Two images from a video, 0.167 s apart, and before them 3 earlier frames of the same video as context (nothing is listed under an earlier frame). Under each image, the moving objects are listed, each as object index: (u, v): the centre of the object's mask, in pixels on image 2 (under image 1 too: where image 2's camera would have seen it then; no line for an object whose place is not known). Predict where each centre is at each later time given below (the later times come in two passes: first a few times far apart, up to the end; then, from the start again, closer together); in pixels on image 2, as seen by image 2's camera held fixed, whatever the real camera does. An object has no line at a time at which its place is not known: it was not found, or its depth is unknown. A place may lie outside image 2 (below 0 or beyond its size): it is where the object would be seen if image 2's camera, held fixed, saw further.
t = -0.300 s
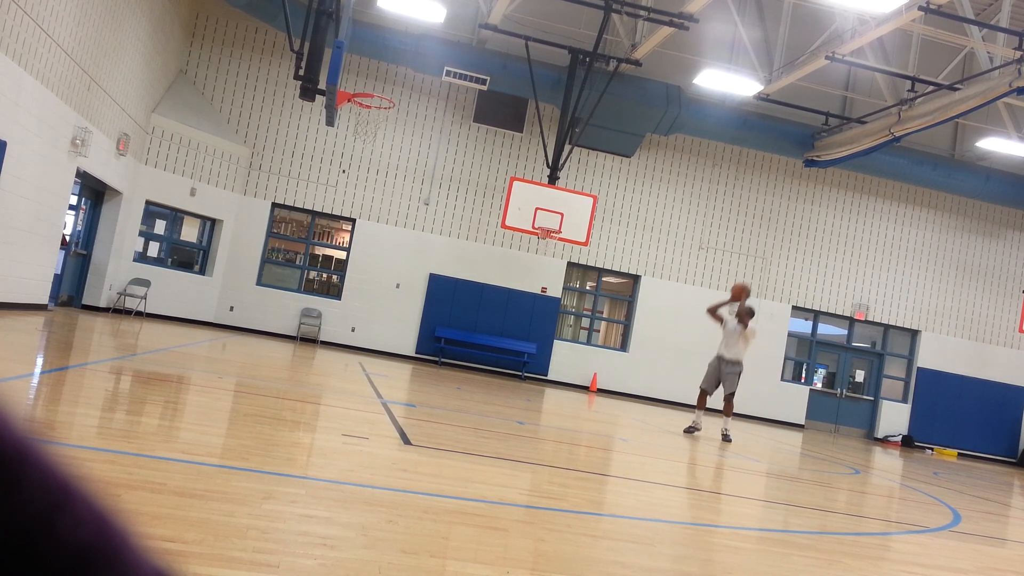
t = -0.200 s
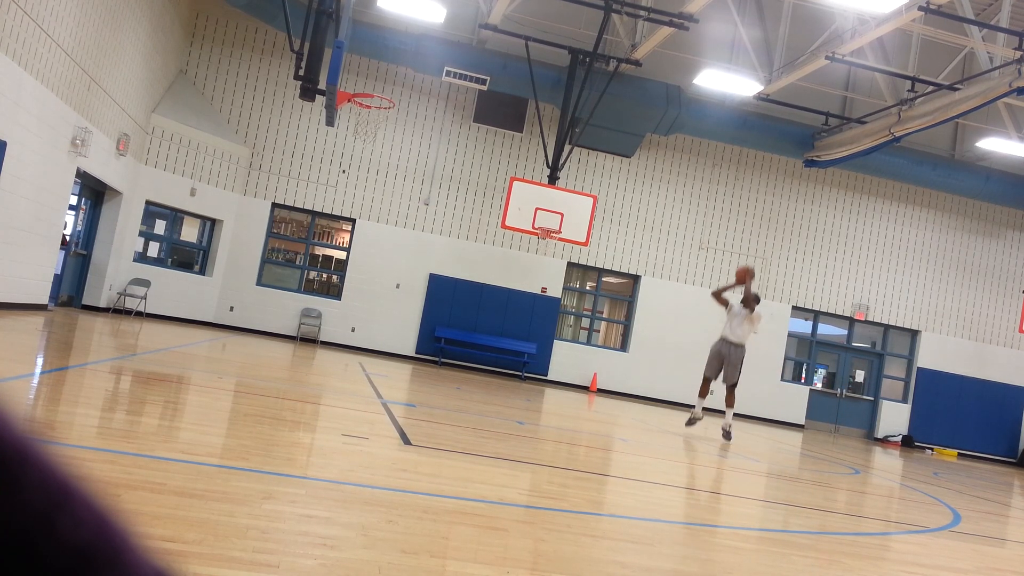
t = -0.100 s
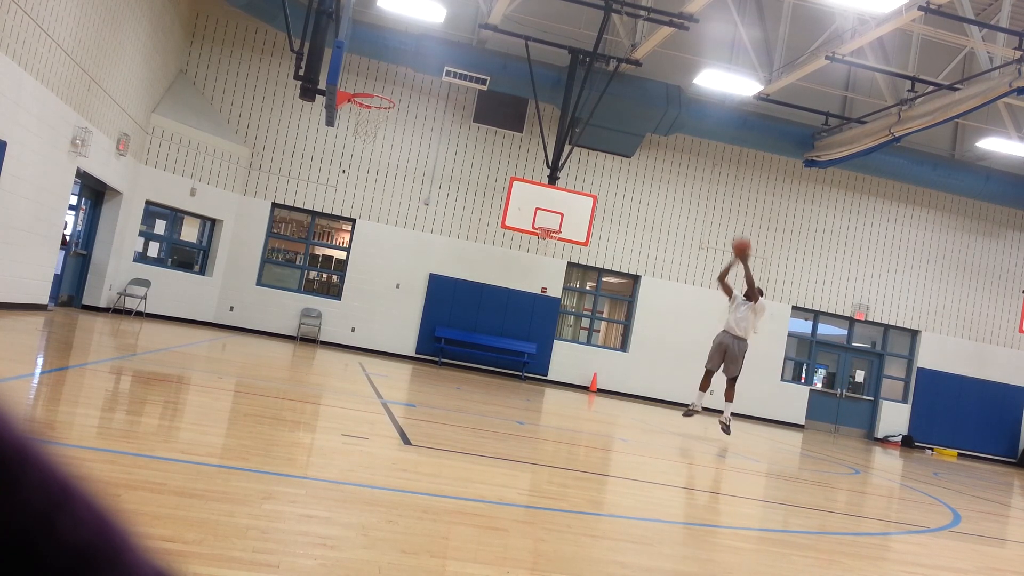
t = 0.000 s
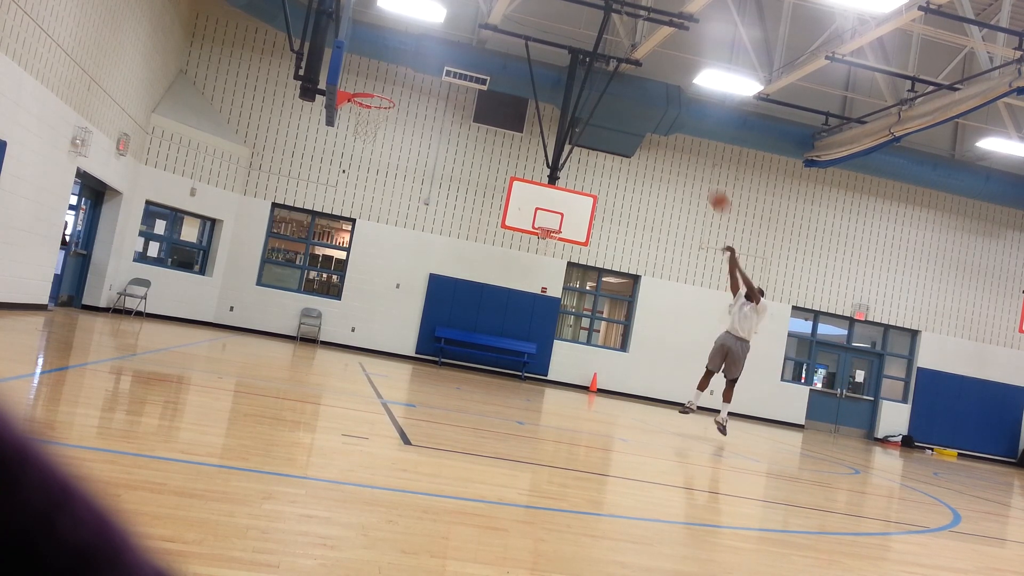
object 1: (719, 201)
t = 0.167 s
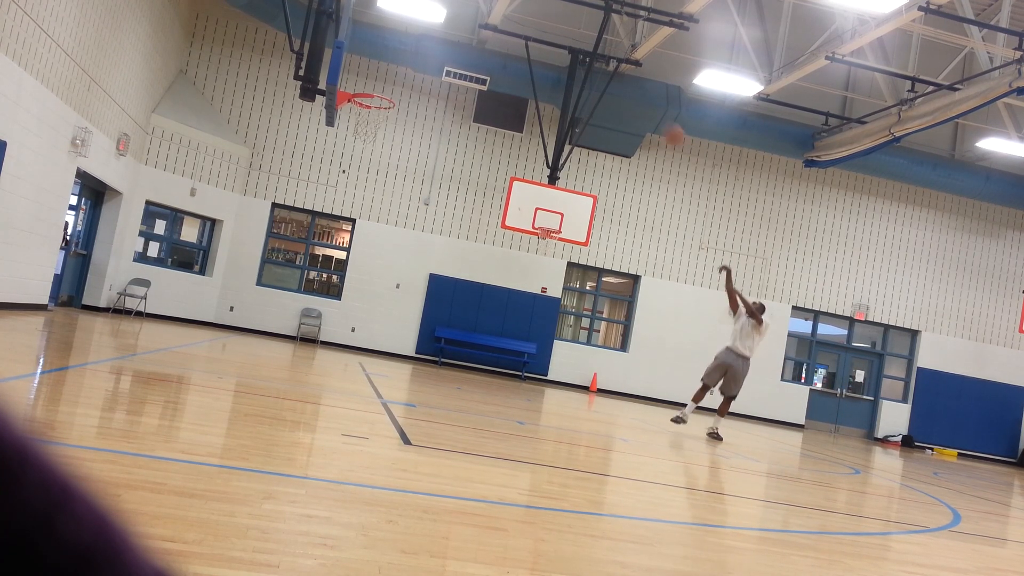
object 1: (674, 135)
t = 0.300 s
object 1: (635, 96)
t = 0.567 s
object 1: (545, 57)
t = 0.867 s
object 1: (424, 78)
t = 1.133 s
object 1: (342, 131)
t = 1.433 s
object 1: (301, 240)
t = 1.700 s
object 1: (276, 323)
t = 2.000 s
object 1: (316, 233)
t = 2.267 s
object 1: (339, 218)
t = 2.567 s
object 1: (350, 274)
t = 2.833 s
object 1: (352, 356)
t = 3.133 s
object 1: (379, 291)
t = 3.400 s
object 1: (391, 296)
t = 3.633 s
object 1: (392, 349)
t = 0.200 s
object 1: (664, 124)
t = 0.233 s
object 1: (654, 114)
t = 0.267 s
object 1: (644, 104)
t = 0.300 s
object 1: (635, 96)
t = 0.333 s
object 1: (625, 88)
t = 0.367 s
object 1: (613, 81)
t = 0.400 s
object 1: (602, 75)
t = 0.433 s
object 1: (592, 69)
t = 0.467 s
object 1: (580, 65)
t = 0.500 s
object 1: (569, 61)
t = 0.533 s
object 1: (558, 58)
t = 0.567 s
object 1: (545, 57)
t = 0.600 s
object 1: (531, 55)
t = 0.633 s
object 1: (519, 55)
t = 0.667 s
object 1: (506, 55)
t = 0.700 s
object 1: (494, 56)
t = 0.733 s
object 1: (481, 58)
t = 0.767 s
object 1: (468, 61)
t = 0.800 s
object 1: (454, 65)
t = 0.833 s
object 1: (437, 70)
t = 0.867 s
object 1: (424, 78)
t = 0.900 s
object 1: (409, 86)
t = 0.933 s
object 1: (394, 93)
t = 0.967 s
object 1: (377, 101)
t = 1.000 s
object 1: (362, 107)
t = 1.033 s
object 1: (354, 112)
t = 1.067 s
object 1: (349, 117)
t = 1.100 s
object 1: (345, 125)
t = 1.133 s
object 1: (342, 131)
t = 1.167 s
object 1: (338, 140)
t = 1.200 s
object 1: (334, 149)
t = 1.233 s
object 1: (330, 159)
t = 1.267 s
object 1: (326, 170)
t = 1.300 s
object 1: (321, 182)
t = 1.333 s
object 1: (316, 195)
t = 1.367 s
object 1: (312, 210)
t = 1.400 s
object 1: (307, 225)
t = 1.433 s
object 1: (301, 240)
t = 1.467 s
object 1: (295, 260)
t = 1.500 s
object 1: (289, 278)
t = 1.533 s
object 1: (282, 299)
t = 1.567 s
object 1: (276, 317)
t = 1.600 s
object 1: (269, 341)
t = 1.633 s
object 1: (265, 354)
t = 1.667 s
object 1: (270, 340)
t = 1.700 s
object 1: (276, 323)
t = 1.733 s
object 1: (281, 310)
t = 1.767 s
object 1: (286, 298)
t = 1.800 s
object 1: (292, 285)
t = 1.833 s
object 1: (296, 274)
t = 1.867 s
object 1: (301, 263)
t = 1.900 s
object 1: (306, 254)
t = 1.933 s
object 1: (309, 246)
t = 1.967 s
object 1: (313, 239)
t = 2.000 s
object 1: (316, 233)
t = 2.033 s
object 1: (319, 227)
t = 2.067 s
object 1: (323, 223)
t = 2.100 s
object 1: (326, 221)
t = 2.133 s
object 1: (329, 218)
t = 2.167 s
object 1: (332, 217)
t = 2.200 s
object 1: (334, 216)
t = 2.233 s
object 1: (337, 217)
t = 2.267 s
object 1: (339, 218)
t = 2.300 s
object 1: (340, 221)
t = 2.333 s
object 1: (343, 224)
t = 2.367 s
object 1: (344, 228)
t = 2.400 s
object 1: (345, 233)
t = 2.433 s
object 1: (346, 240)
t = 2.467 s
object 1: (348, 247)
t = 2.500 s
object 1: (349, 256)
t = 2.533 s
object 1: (350, 264)
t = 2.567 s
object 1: (350, 274)
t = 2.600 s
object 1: (351, 285)
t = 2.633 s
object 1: (351, 298)
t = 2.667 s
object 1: (350, 310)
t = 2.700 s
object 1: (350, 324)
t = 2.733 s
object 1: (349, 339)
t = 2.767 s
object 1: (348, 356)
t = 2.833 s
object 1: (352, 356)
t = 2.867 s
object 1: (356, 345)
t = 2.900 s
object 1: (360, 334)
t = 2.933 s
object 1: (363, 326)
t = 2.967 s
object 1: (366, 318)
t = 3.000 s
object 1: (369, 310)
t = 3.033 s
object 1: (372, 304)
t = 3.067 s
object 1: (375, 299)
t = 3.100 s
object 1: (377, 294)
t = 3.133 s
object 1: (379, 291)
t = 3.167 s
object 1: (381, 288)
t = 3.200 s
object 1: (383, 286)
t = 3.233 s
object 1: (385, 286)
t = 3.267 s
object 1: (387, 286)
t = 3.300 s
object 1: (388, 287)
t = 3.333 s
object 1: (389, 289)
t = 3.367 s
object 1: (390, 292)
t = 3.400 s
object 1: (391, 296)
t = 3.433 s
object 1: (392, 300)
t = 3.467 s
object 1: (392, 306)
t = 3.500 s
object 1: (393, 313)
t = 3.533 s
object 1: (393, 320)
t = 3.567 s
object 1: (393, 329)
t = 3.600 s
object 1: (393, 338)
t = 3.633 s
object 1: (392, 349)
